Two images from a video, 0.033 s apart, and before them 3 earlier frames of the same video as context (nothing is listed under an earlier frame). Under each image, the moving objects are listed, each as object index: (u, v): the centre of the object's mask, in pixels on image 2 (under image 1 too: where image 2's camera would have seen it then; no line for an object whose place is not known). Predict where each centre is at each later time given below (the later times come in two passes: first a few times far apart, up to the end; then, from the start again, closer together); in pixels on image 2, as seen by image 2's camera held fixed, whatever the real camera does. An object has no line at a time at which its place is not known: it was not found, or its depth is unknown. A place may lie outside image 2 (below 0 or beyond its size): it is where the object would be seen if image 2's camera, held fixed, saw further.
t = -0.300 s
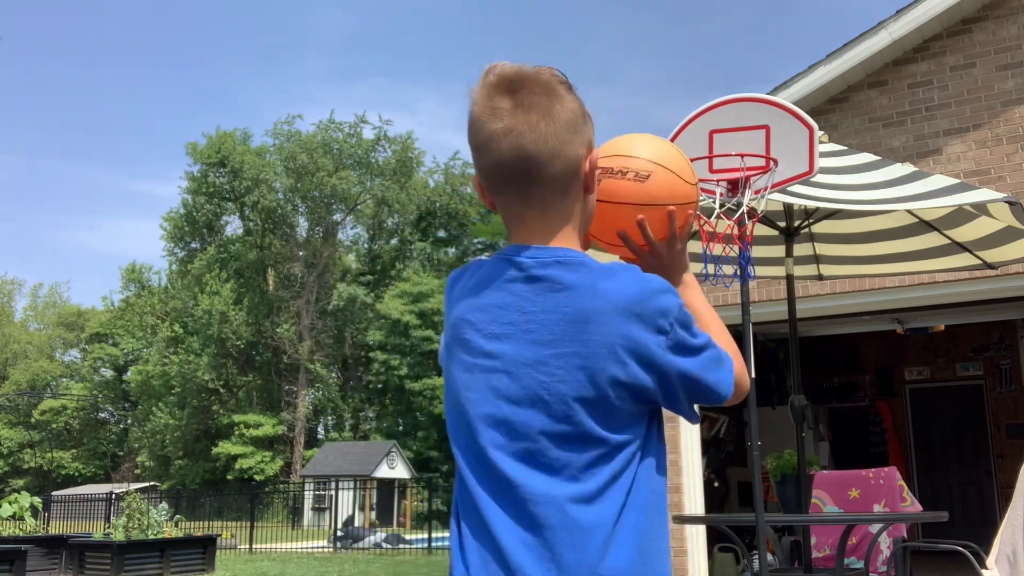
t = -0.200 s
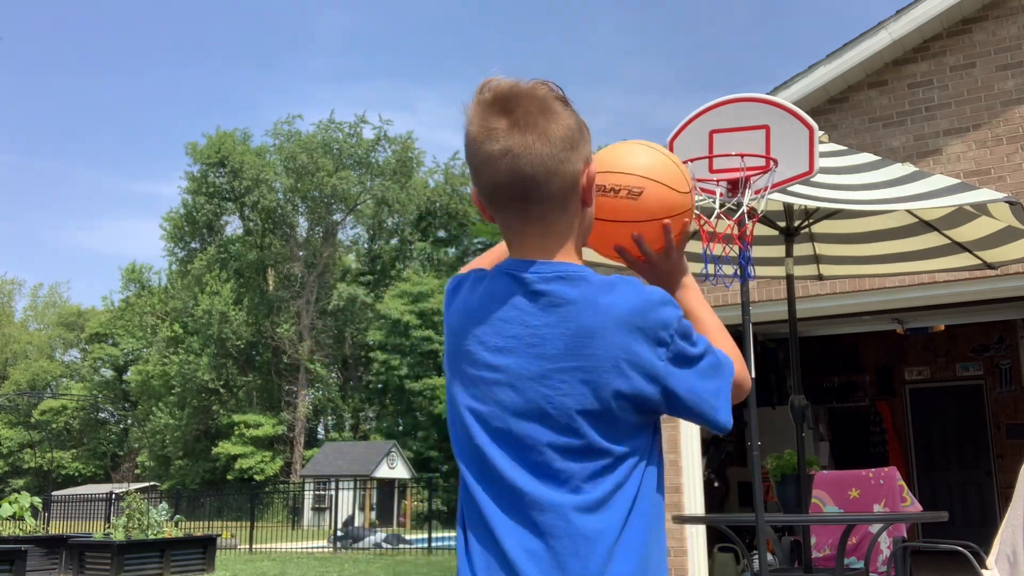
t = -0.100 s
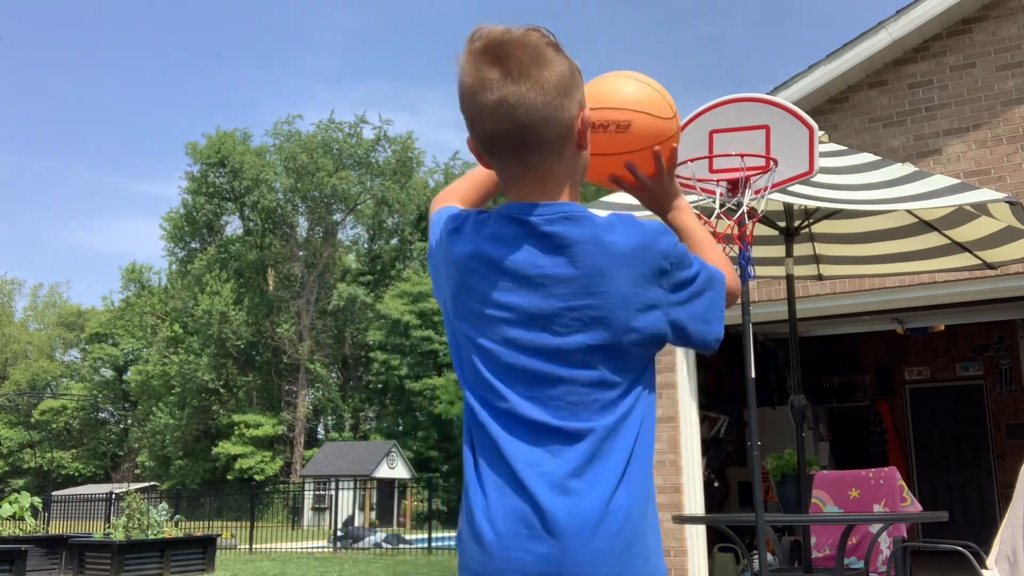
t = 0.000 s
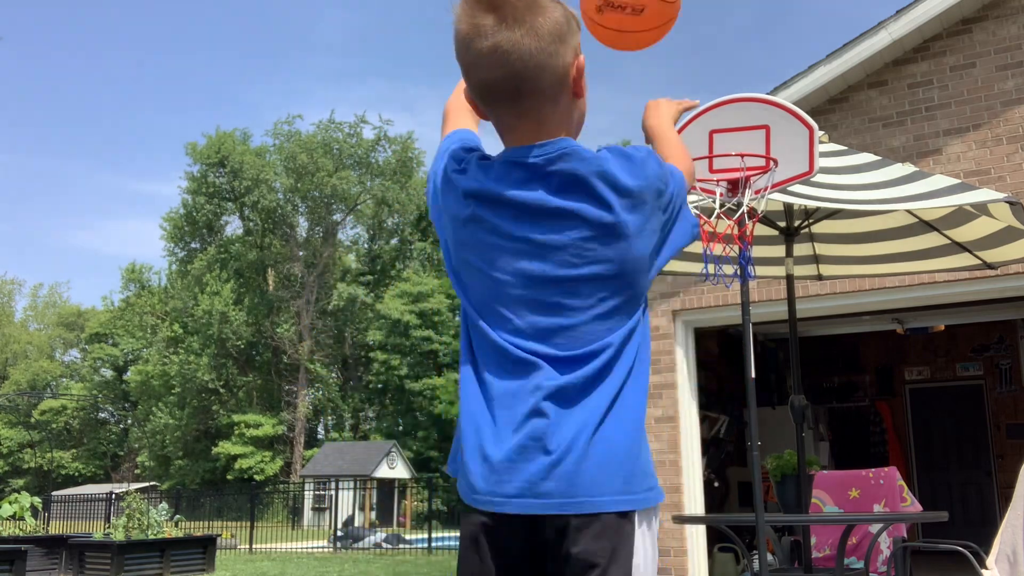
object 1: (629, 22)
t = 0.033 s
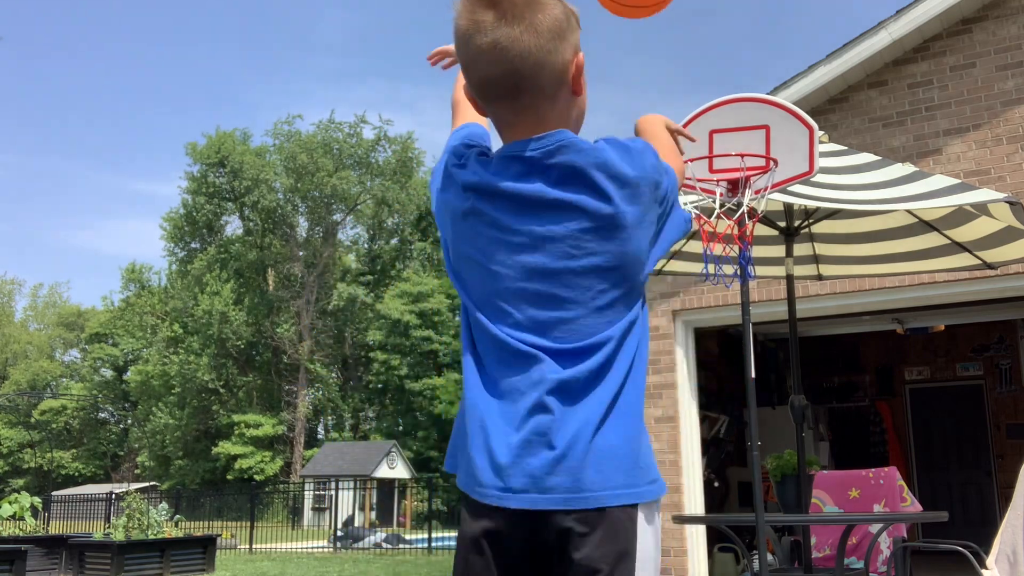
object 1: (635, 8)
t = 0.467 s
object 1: (696, 34)
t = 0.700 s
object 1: (732, 151)
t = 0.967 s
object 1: (675, 141)
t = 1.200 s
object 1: (643, 179)
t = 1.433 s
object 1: (608, 385)
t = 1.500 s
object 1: (602, 488)
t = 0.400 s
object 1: (686, 9)
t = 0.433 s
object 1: (691, 19)
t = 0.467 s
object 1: (696, 34)
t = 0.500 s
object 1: (700, 60)
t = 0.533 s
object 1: (704, 89)
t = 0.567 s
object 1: (709, 119)
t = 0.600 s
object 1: (714, 153)
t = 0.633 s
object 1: (720, 161)
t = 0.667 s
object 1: (730, 156)
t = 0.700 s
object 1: (732, 151)
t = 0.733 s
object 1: (721, 144)
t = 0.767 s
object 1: (712, 140)
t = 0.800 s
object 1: (703, 140)
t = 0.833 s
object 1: (695, 142)
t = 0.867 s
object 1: (689, 142)
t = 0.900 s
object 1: (684, 140)
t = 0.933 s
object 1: (680, 139)
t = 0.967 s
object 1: (675, 141)
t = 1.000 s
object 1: (672, 142)
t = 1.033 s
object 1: (668, 142)
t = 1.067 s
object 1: (663, 144)
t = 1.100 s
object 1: (658, 149)
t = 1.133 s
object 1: (654, 156)
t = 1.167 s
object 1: (648, 165)
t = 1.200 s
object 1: (643, 179)
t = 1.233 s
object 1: (637, 196)
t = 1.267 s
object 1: (633, 217)
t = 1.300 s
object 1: (627, 242)
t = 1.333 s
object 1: (622, 271)
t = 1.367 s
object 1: (618, 304)
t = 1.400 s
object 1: (613, 343)
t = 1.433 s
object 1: (608, 385)
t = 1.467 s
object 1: (605, 434)
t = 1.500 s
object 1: (602, 488)
